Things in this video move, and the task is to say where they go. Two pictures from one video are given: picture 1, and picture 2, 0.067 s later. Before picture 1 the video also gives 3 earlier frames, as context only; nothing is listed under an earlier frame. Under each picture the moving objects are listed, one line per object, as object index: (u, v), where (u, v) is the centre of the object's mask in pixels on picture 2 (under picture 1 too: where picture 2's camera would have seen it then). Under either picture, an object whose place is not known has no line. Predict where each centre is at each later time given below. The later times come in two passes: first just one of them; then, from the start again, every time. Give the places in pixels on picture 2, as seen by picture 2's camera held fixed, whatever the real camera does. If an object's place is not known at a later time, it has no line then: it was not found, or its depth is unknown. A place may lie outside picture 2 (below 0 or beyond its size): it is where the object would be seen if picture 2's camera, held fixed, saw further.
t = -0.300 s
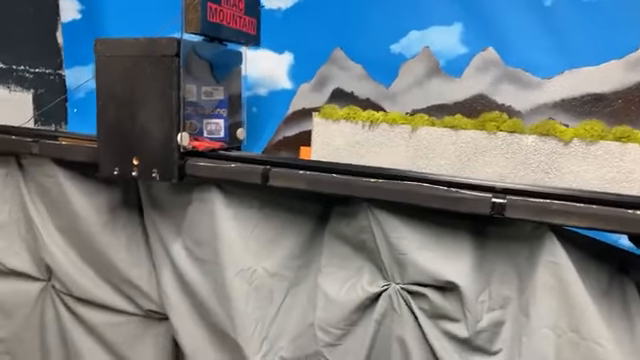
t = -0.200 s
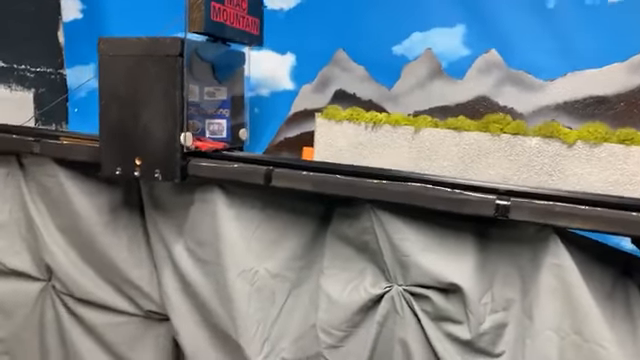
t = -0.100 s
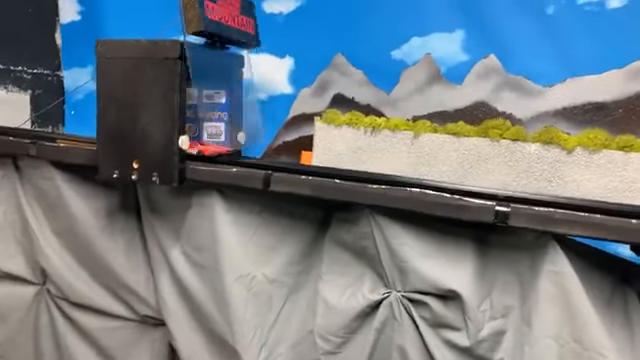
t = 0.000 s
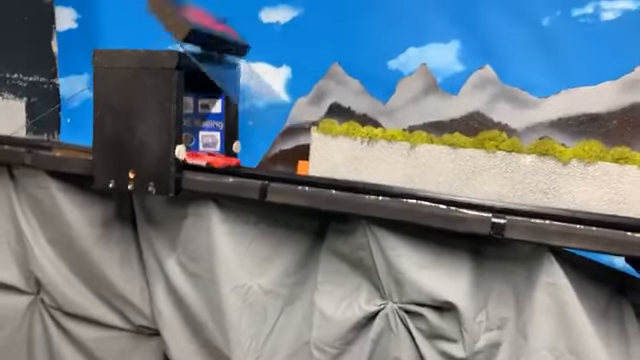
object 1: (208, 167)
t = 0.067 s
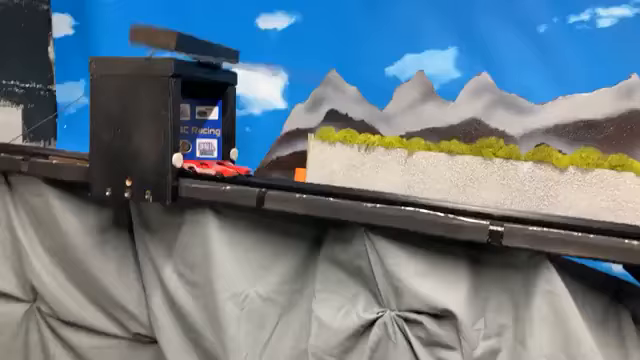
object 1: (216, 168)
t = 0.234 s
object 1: (259, 174)
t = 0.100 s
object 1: (222, 169)
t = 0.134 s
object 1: (230, 170)
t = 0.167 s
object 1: (239, 171)
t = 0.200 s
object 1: (248, 172)
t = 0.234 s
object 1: (259, 174)
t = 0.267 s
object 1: (271, 175)
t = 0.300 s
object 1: (283, 177)
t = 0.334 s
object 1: (295, 178)
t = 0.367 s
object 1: (310, 180)
